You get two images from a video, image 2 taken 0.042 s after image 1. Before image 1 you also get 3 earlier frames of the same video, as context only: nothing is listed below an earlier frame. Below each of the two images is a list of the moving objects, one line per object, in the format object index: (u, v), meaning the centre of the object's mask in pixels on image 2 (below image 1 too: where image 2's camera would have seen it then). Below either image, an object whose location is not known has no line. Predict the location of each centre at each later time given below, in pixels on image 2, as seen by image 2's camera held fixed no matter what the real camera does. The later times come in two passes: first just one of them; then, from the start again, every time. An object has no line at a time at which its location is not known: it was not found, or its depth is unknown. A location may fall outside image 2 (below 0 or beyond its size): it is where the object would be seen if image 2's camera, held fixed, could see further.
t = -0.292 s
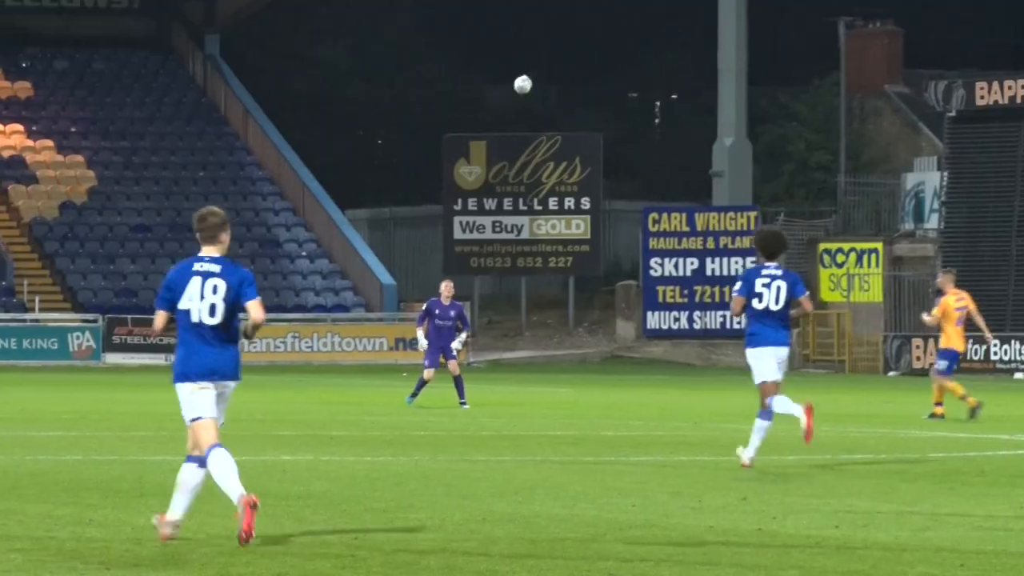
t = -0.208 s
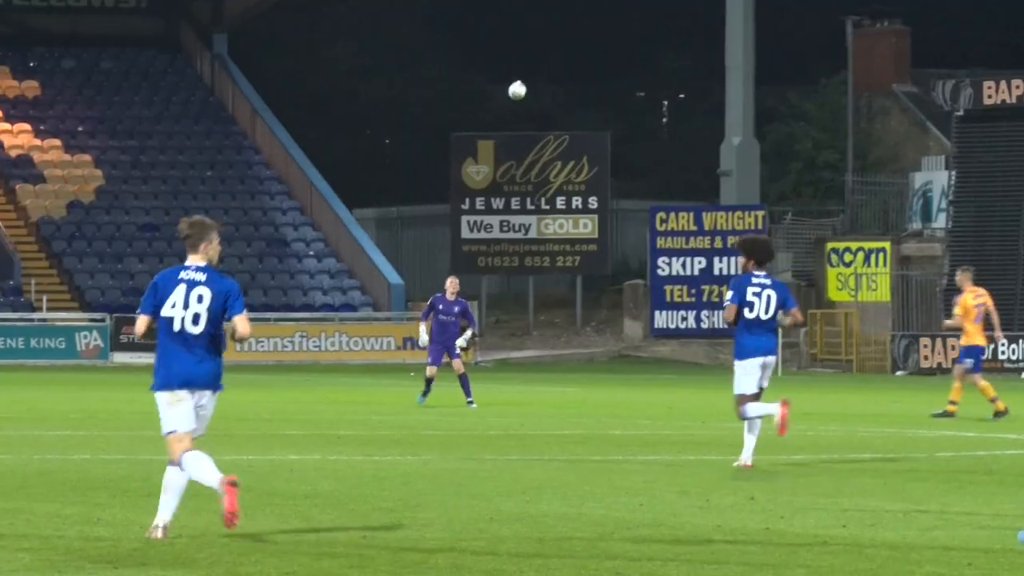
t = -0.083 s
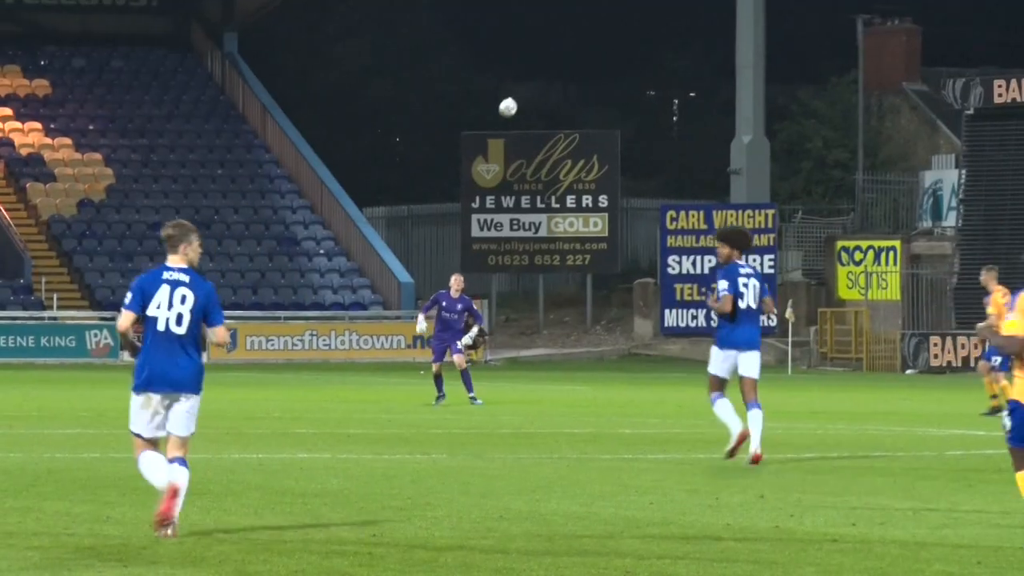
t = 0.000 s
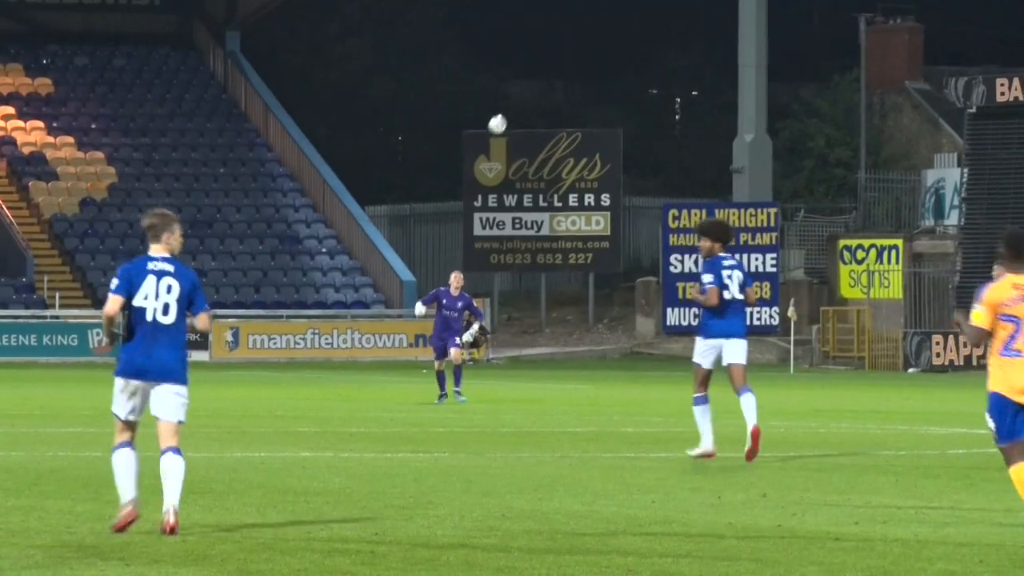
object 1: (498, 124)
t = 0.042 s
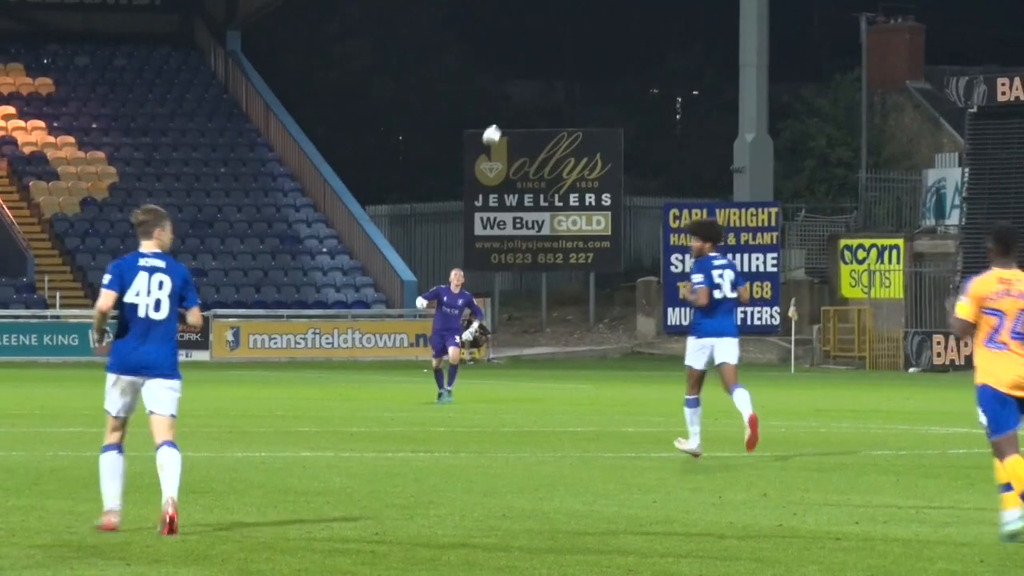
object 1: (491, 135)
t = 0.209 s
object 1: (467, 191)
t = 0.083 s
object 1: (485, 147)
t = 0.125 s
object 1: (479, 160)
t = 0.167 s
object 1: (473, 175)
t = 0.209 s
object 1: (467, 191)
